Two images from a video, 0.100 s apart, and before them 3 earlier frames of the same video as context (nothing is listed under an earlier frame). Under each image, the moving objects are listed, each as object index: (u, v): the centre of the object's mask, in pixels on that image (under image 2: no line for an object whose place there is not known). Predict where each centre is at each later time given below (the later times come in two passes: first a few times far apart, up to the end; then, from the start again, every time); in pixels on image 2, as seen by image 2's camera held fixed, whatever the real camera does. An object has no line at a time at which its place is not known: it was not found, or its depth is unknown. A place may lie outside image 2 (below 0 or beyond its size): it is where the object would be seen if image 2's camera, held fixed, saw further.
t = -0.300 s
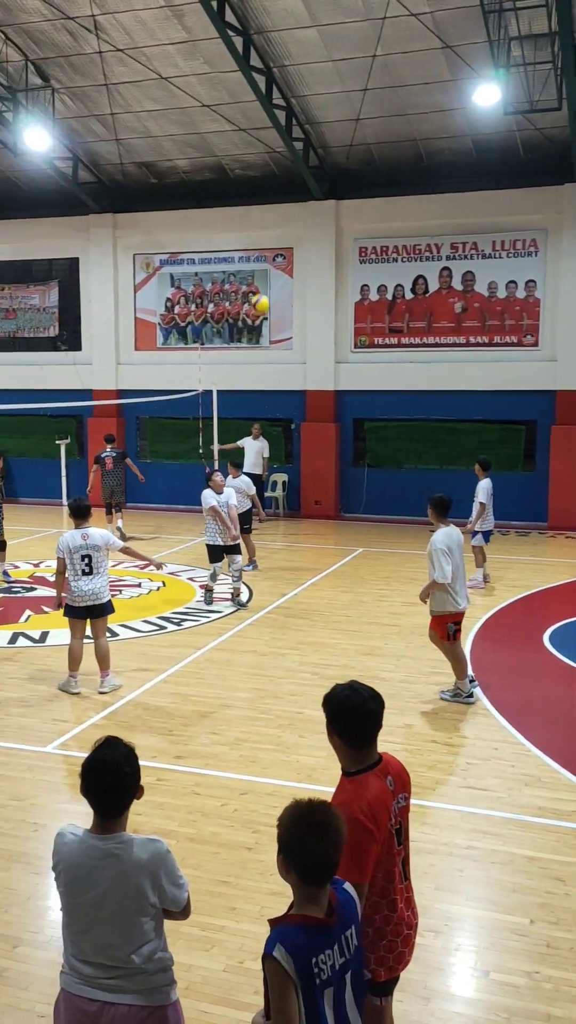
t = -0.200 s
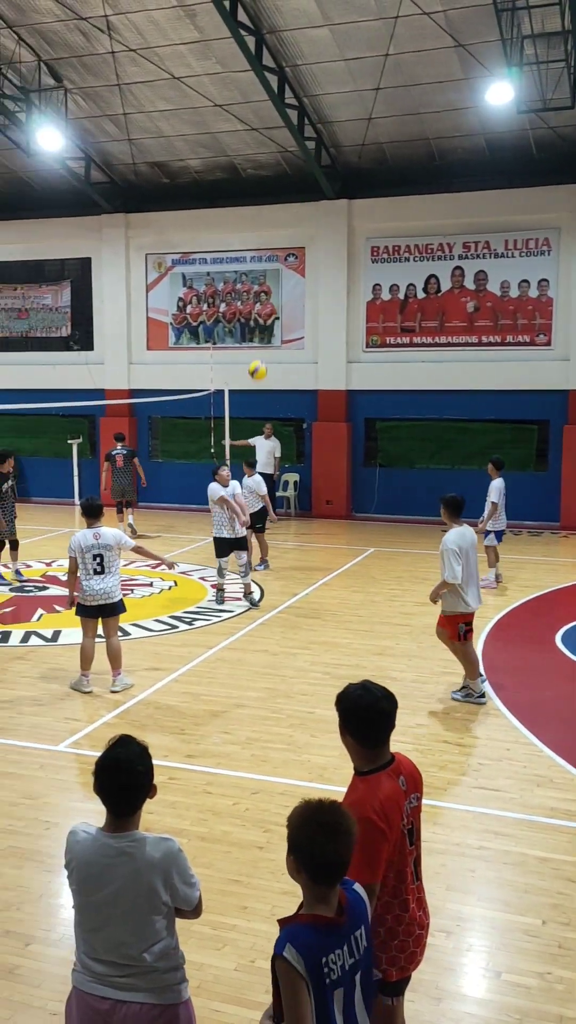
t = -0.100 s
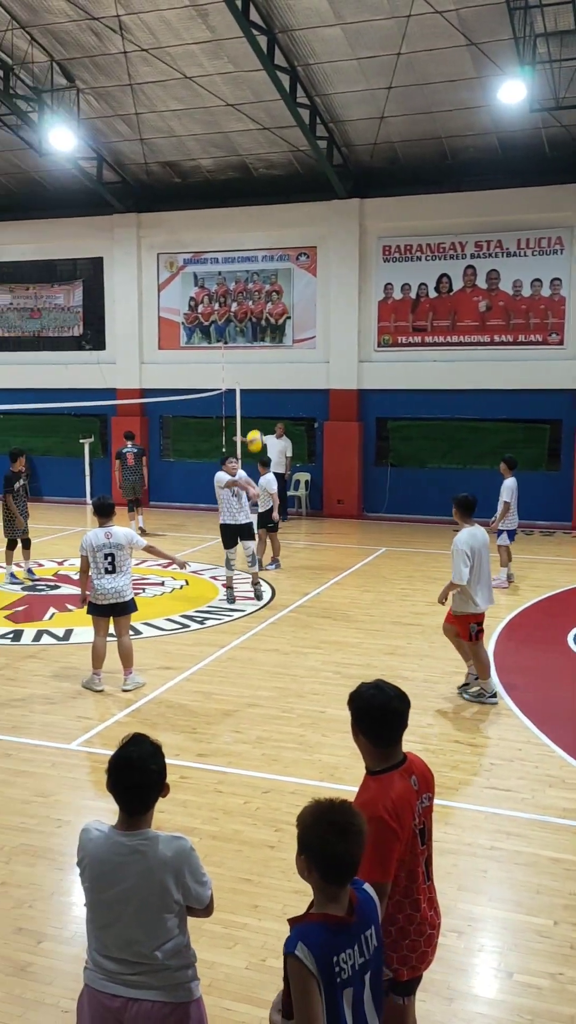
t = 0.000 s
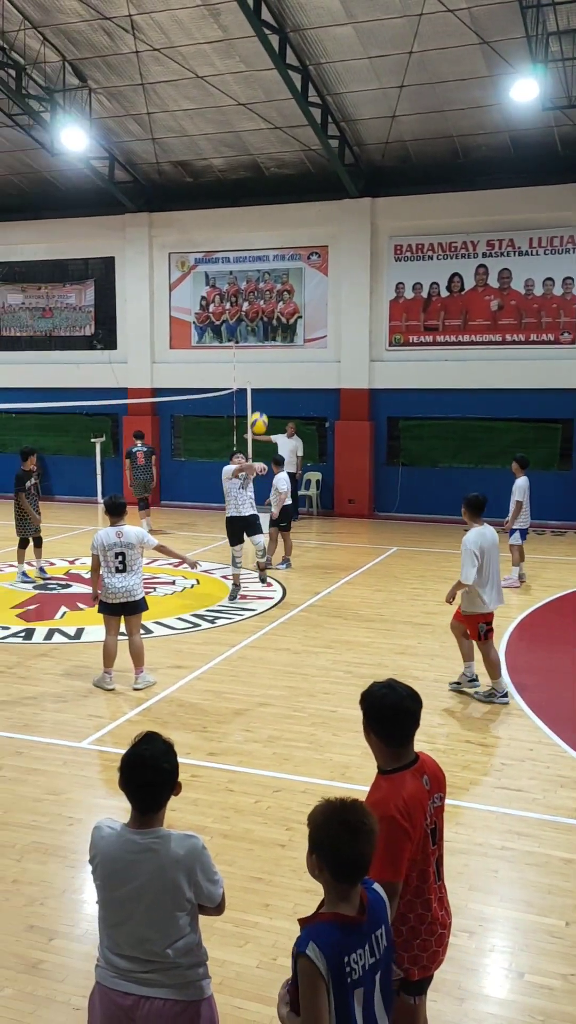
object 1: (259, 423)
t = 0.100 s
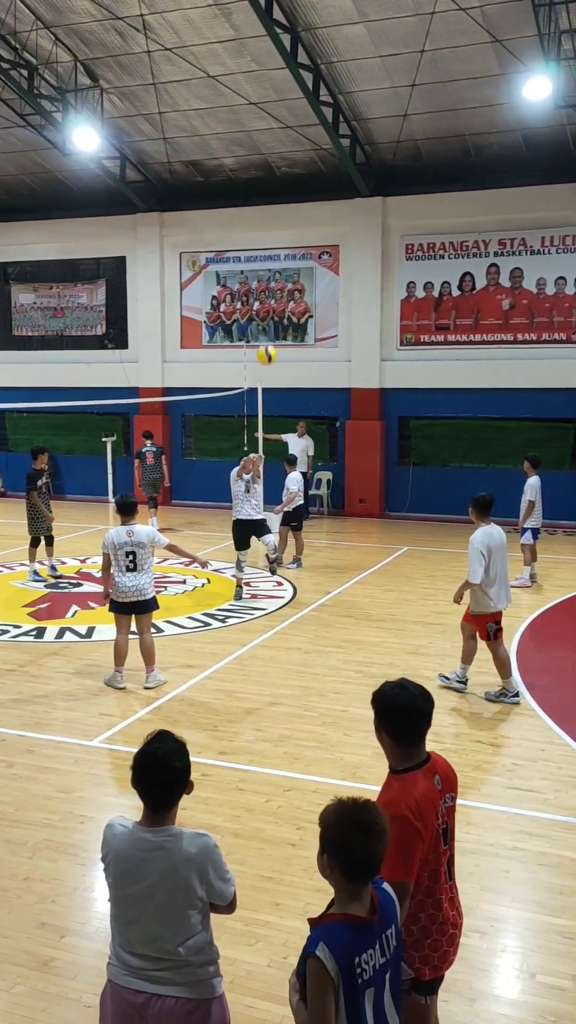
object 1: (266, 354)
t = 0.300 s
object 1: (262, 240)
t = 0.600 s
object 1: (256, 132)
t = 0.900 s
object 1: (249, 112)
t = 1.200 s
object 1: (242, 192)
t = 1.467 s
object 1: (235, 349)
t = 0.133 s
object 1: (266, 333)
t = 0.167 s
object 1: (264, 313)
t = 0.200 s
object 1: (265, 292)
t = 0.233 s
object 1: (264, 275)
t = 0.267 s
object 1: (263, 257)
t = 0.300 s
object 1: (262, 240)
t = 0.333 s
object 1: (262, 224)
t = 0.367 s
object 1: (261, 209)
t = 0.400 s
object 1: (260, 195)
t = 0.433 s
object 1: (259, 182)
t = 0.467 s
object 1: (259, 170)
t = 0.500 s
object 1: (258, 159)
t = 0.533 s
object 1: (257, 149)
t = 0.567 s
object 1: (257, 140)
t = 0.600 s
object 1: (256, 132)
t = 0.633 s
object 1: (255, 125)
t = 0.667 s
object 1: (255, 120)
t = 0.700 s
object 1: (254, 116)
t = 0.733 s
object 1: (253, 111)
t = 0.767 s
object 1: (252, 110)
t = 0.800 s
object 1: (252, 108)
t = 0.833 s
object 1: (251, 108)
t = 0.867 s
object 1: (250, 110)
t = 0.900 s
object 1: (249, 112)
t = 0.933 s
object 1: (249, 116)
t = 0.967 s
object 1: (248, 121)
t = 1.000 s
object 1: (247, 127)
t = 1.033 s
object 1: (246, 135)
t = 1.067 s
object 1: (245, 144)
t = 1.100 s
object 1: (244, 154)
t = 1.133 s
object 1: (243, 165)
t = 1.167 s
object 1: (243, 178)
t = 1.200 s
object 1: (242, 192)
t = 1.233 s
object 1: (241, 207)
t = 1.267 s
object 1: (240, 224)
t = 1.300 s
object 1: (239, 241)
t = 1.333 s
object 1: (238, 261)
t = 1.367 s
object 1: (237, 281)
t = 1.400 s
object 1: (236, 304)
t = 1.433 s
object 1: (236, 325)
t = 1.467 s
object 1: (235, 349)
